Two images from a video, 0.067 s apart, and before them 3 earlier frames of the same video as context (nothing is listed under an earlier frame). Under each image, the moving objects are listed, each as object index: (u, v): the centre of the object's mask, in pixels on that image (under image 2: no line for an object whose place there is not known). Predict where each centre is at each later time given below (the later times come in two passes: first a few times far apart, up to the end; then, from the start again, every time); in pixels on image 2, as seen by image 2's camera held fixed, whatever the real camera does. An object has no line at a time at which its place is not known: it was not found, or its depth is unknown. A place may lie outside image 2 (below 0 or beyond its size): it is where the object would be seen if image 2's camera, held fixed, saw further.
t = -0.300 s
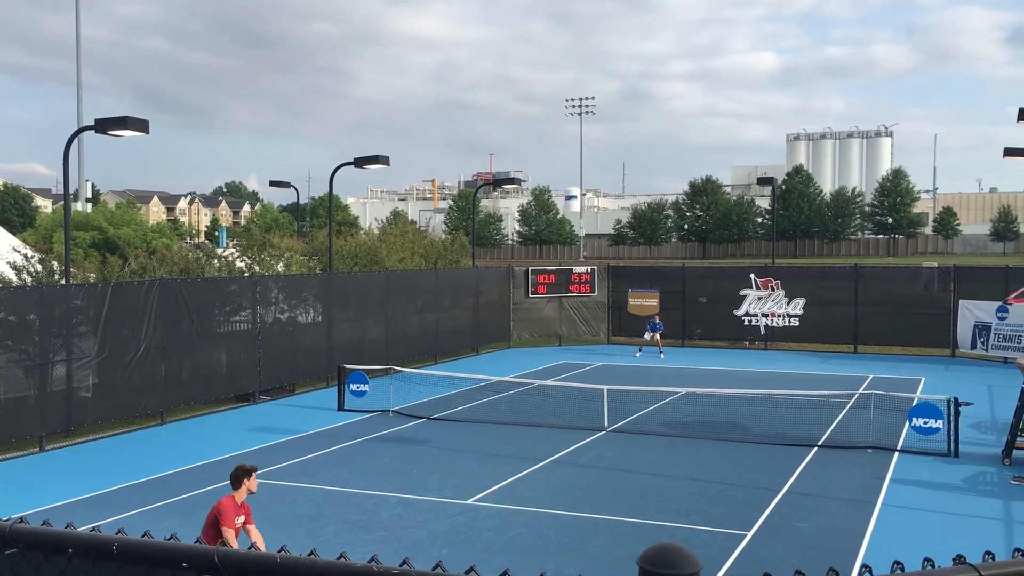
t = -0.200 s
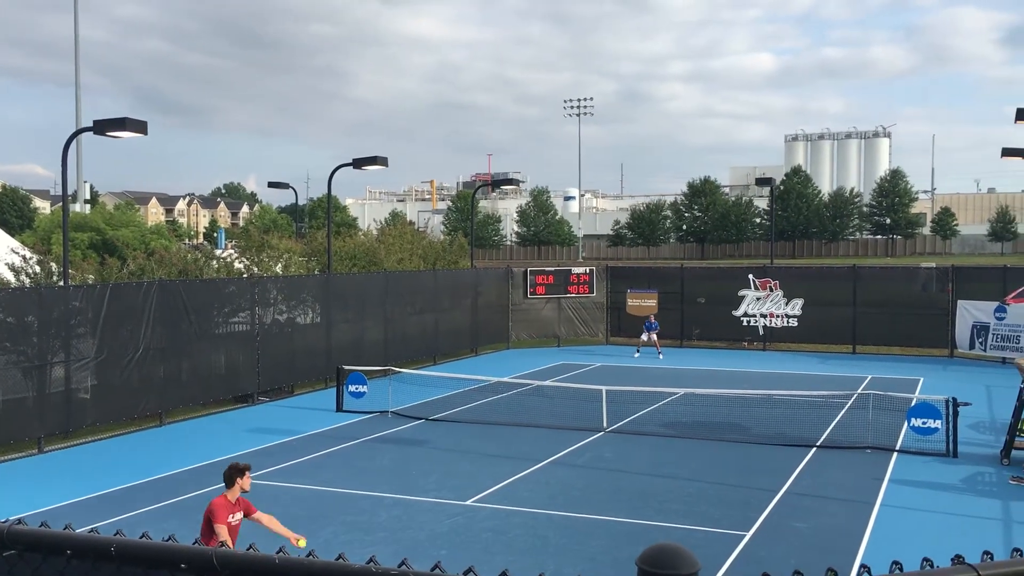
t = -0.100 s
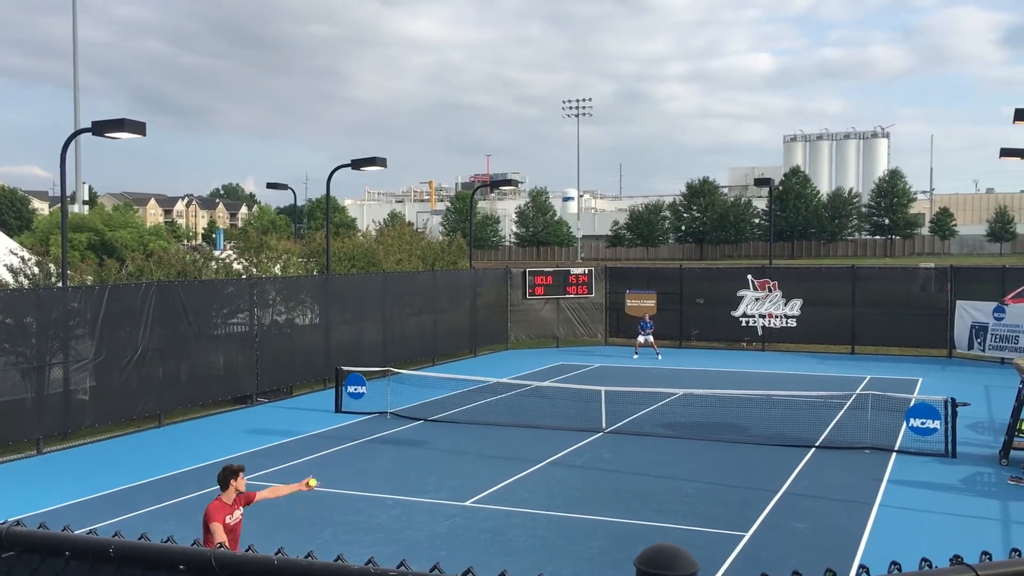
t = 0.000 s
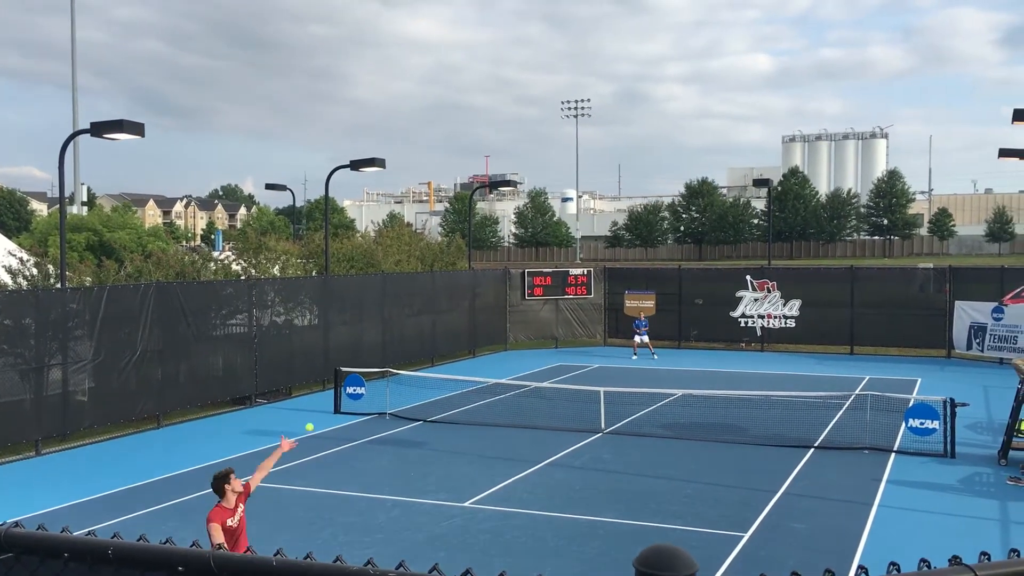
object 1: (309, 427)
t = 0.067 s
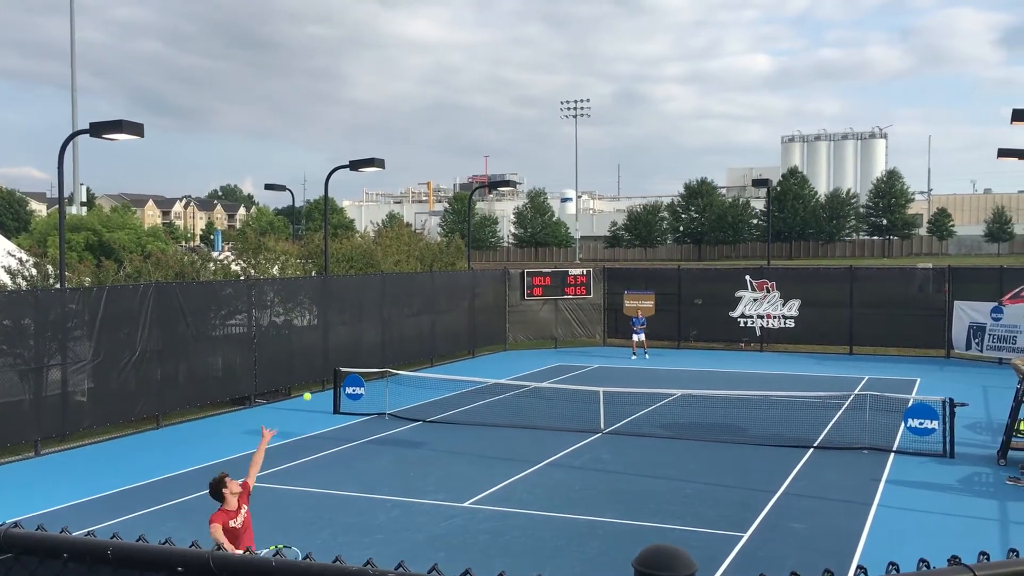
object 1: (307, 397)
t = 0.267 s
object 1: (301, 335)
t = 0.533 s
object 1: (295, 319)
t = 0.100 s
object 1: (306, 383)
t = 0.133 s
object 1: (305, 371)
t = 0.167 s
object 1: (304, 360)
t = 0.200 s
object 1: (300, 351)
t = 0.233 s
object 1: (301, 342)
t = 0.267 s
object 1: (301, 335)
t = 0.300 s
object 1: (300, 328)
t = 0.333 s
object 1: (299, 324)
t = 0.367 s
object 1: (298, 320)
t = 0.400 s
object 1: (297, 318)
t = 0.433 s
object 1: (297, 316)
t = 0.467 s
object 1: (296, 316)
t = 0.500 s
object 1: (296, 317)
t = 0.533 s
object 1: (295, 319)
